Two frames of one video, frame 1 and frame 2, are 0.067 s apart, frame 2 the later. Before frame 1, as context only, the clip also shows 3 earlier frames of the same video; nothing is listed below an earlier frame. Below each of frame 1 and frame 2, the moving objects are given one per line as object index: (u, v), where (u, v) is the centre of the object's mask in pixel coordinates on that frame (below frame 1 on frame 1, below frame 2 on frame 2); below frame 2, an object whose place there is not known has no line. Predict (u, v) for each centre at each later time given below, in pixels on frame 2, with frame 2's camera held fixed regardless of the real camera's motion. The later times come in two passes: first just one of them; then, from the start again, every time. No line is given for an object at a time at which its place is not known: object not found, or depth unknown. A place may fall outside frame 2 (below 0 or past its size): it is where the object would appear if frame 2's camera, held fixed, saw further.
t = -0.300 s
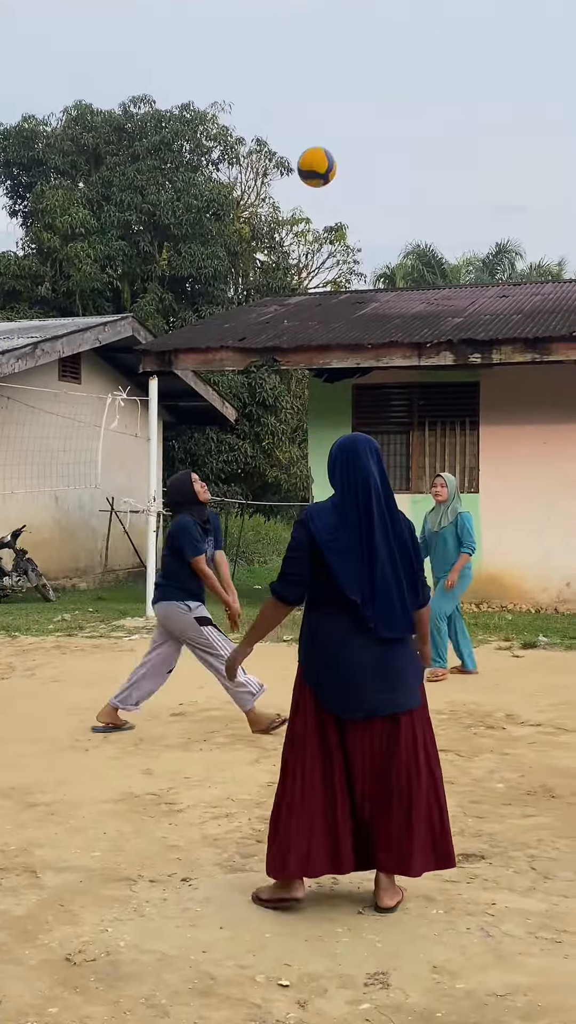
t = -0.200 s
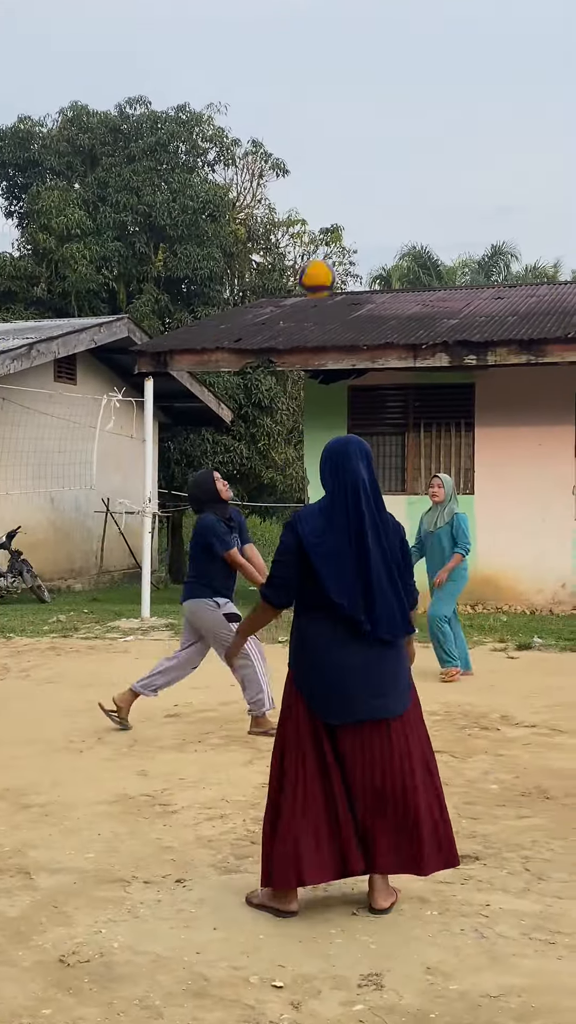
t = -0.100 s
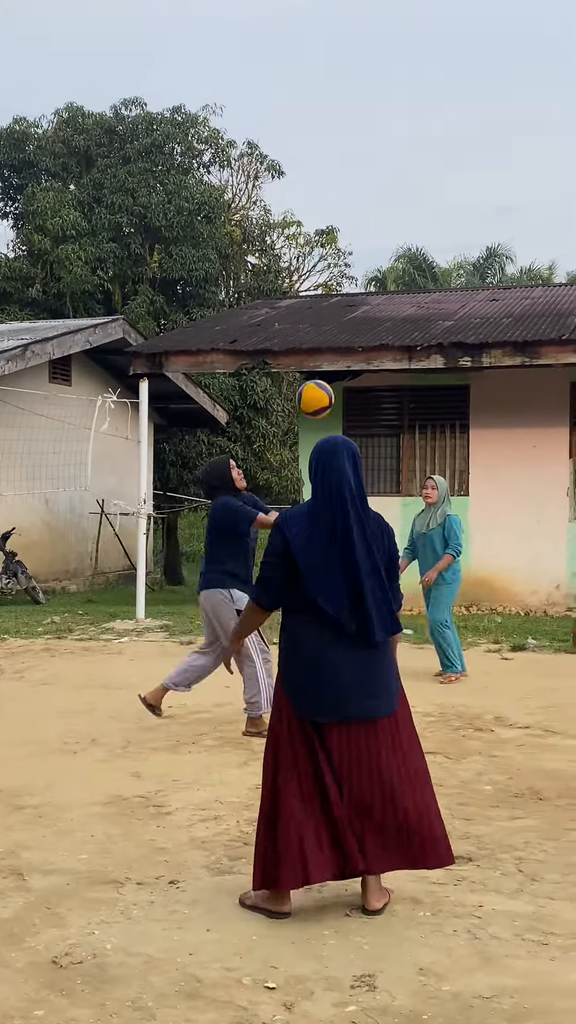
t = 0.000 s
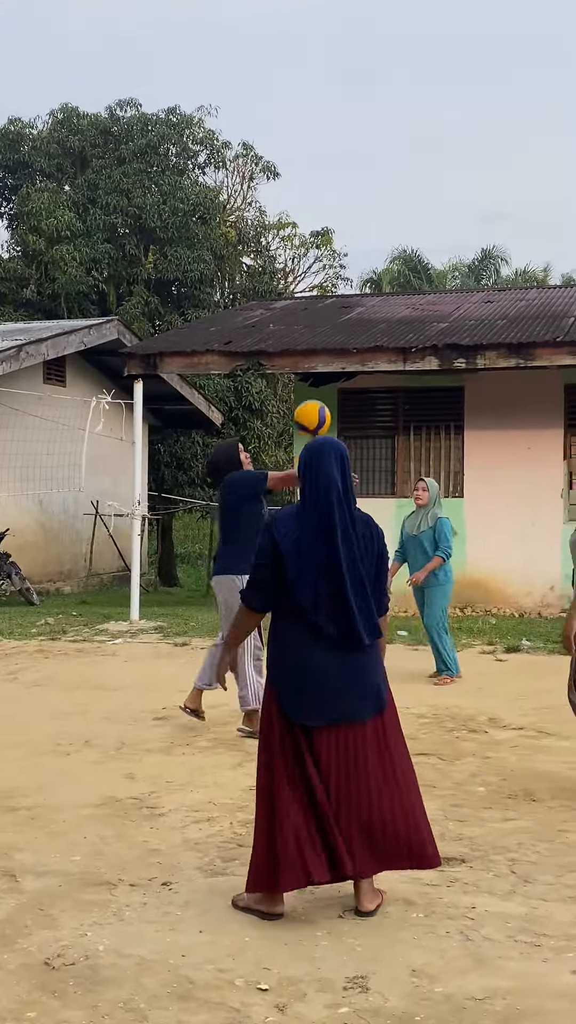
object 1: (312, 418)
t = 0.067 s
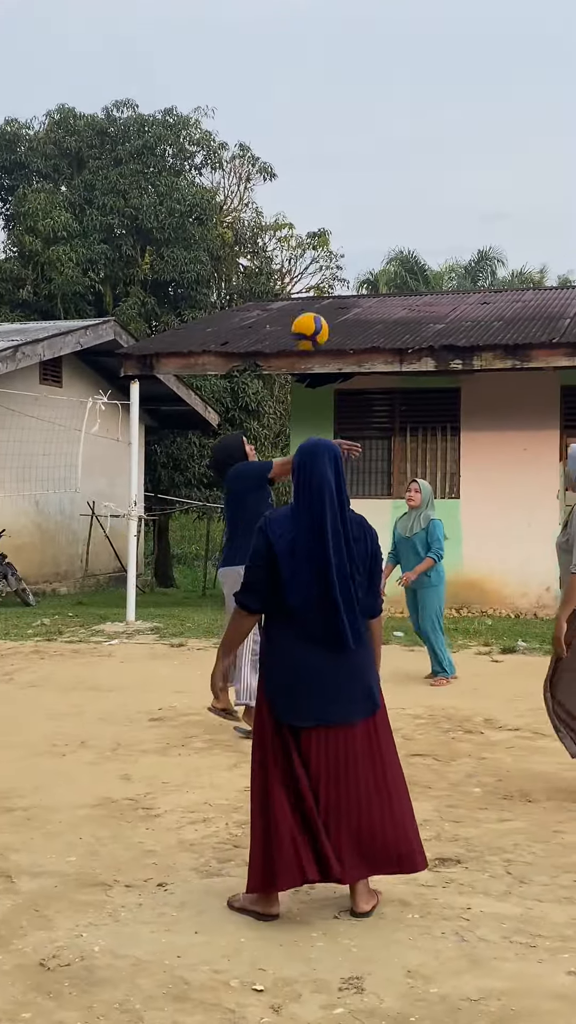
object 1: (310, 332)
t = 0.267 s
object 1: (315, 127)
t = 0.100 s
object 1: (310, 292)
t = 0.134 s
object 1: (311, 253)
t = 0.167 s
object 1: (312, 219)
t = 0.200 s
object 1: (313, 185)
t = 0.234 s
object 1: (314, 155)
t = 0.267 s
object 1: (315, 127)
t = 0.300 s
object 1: (316, 101)
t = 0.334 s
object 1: (317, 77)
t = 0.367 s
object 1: (318, 56)
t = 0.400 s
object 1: (319, 36)
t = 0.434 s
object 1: (320, 19)
